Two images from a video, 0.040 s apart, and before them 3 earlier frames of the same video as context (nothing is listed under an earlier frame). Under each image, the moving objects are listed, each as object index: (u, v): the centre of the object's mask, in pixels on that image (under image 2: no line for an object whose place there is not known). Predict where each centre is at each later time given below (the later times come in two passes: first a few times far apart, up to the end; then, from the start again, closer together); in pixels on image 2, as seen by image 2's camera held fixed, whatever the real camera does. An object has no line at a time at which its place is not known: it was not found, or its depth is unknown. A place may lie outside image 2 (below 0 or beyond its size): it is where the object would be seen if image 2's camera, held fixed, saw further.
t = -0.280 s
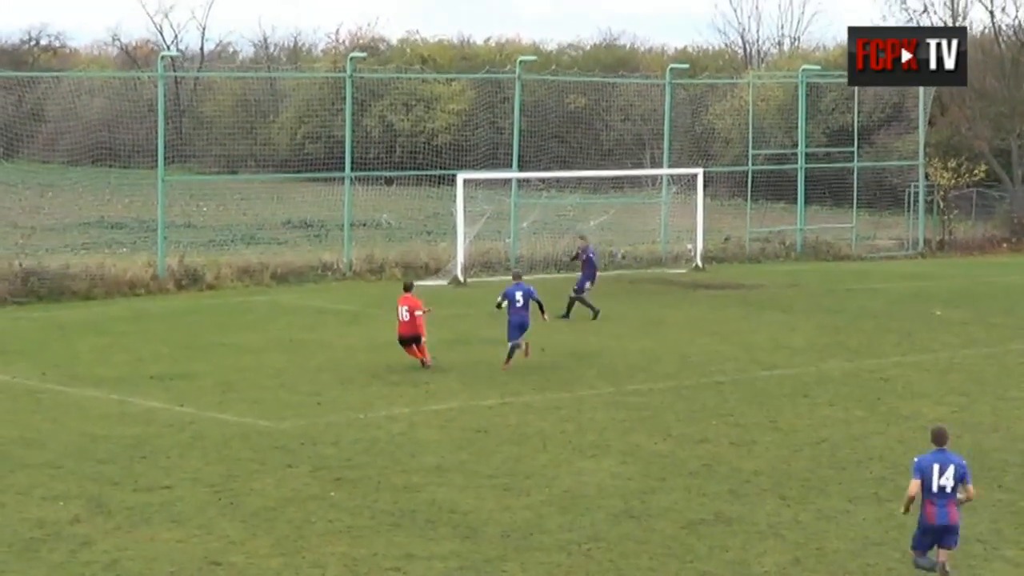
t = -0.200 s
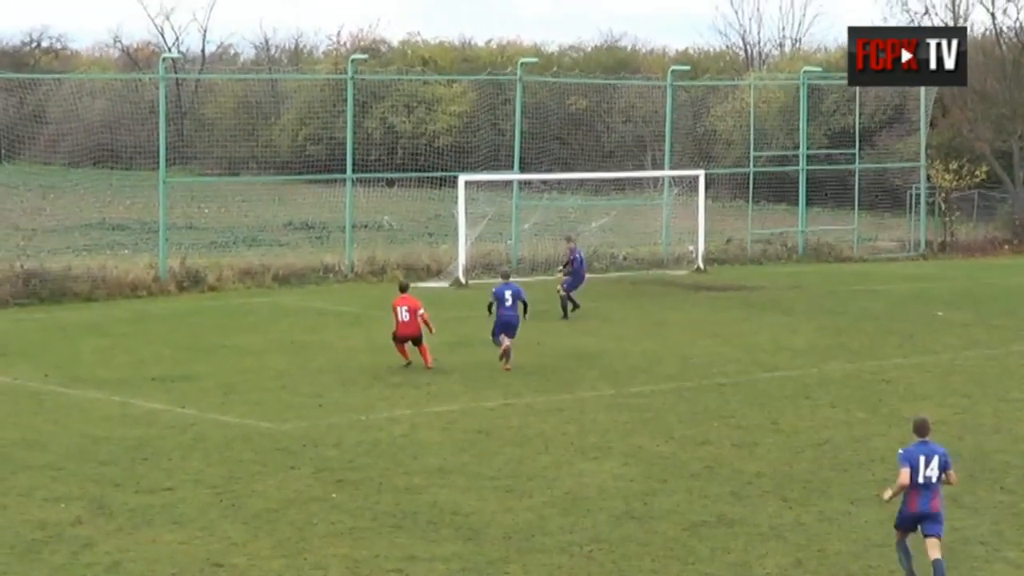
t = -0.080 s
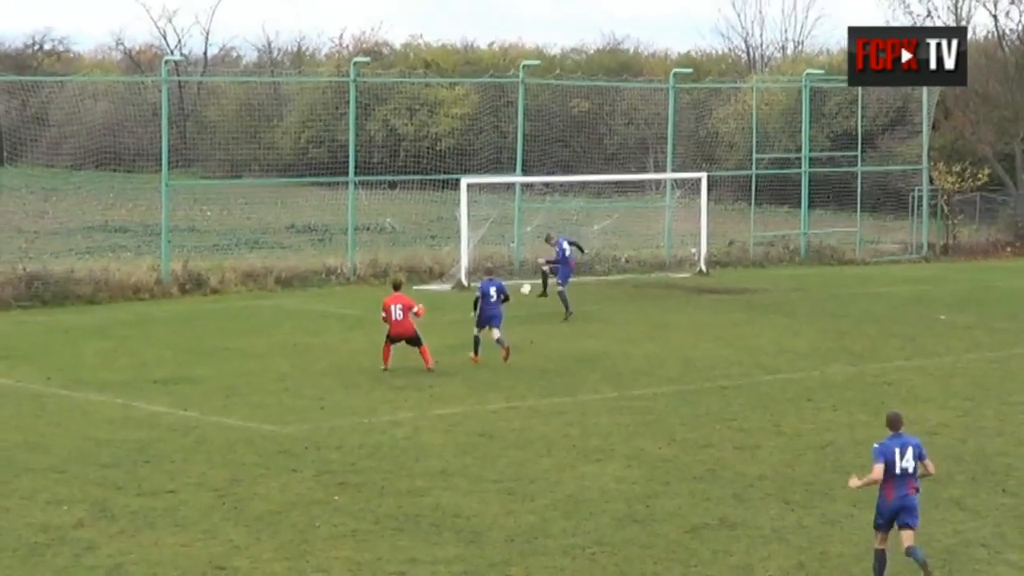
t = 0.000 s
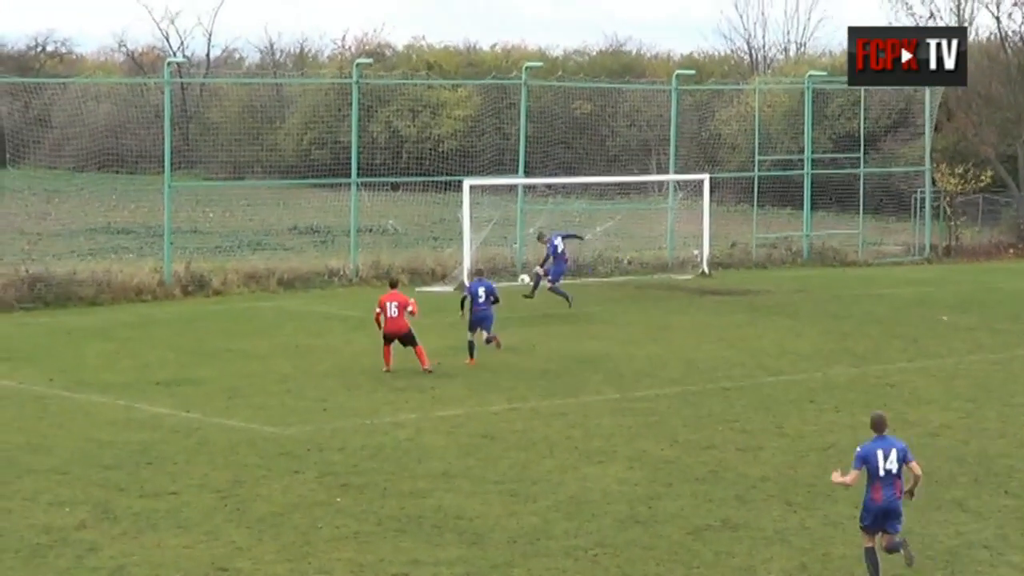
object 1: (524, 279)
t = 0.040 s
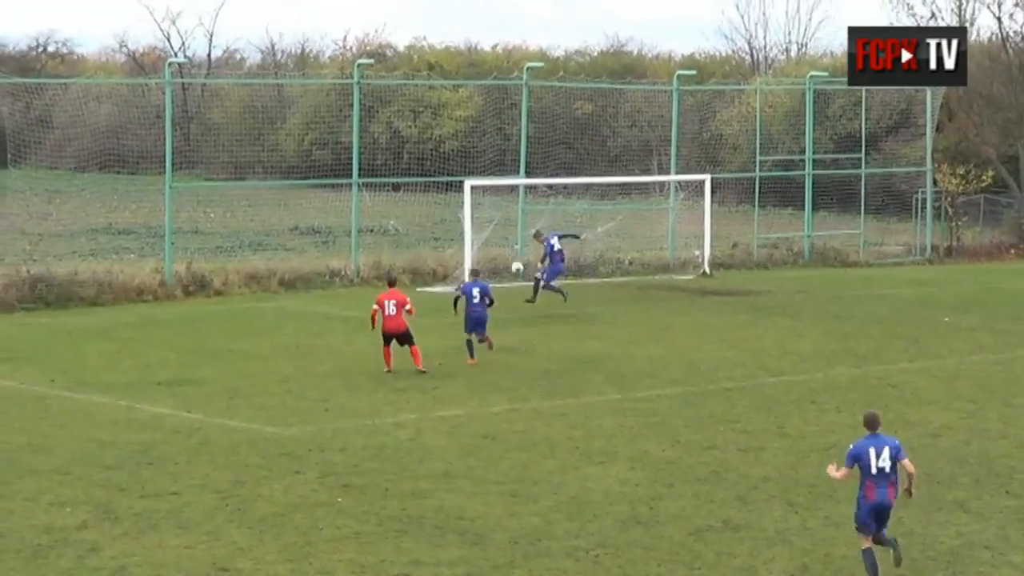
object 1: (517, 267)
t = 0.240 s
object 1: (478, 213)
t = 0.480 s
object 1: (432, 172)
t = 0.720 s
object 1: (388, 158)
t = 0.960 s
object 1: (345, 171)
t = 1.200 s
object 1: (302, 212)
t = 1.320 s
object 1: (280, 245)
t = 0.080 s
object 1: (509, 254)
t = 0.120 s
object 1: (501, 243)
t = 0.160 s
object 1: (494, 232)
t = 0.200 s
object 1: (485, 223)
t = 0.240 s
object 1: (478, 213)
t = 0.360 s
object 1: (455, 190)
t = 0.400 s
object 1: (447, 183)
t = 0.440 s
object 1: (440, 178)
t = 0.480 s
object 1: (432, 172)
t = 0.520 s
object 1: (425, 169)
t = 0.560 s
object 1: (417, 165)
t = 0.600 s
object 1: (410, 162)
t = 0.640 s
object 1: (403, 160)
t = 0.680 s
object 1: (395, 158)
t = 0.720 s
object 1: (388, 158)
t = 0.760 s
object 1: (381, 158)
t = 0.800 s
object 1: (373, 159)
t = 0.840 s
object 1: (366, 161)
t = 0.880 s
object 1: (359, 162)
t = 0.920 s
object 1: (352, 166)
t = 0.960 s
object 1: (345, 171)
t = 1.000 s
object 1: (338, 176)
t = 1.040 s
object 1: (330, 181)
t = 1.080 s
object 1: (323, 188)
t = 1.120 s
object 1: (316, 195)
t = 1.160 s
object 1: (309, 203)
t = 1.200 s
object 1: (302, 212)
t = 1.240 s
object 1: (295, 223)
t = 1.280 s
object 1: (287, 233)
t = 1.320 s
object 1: (280, 245)
